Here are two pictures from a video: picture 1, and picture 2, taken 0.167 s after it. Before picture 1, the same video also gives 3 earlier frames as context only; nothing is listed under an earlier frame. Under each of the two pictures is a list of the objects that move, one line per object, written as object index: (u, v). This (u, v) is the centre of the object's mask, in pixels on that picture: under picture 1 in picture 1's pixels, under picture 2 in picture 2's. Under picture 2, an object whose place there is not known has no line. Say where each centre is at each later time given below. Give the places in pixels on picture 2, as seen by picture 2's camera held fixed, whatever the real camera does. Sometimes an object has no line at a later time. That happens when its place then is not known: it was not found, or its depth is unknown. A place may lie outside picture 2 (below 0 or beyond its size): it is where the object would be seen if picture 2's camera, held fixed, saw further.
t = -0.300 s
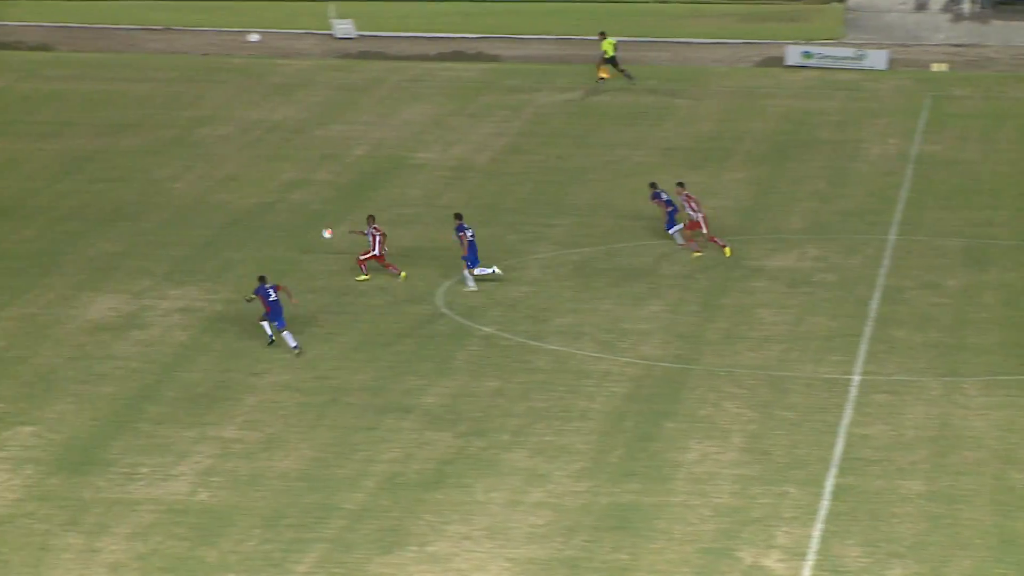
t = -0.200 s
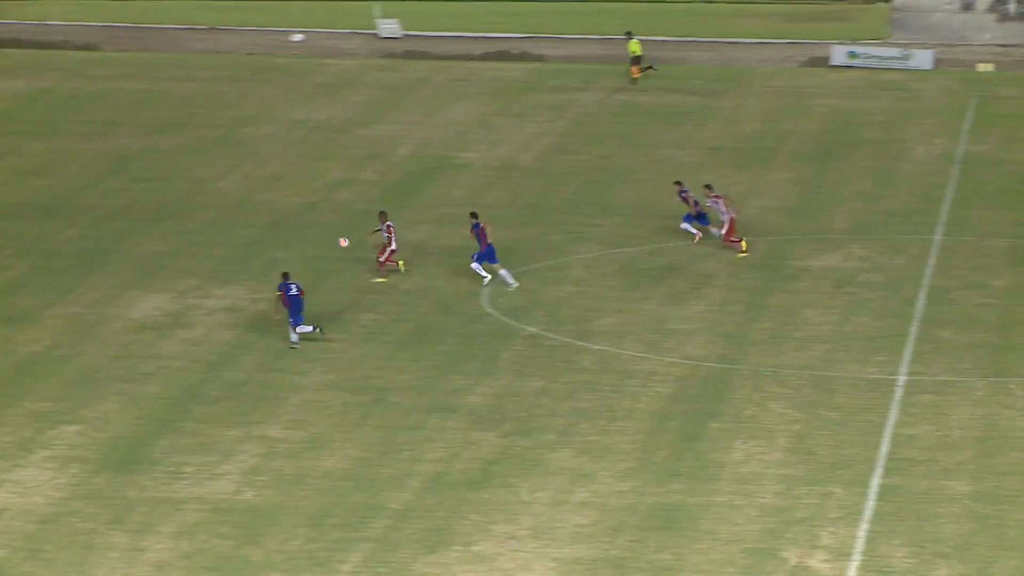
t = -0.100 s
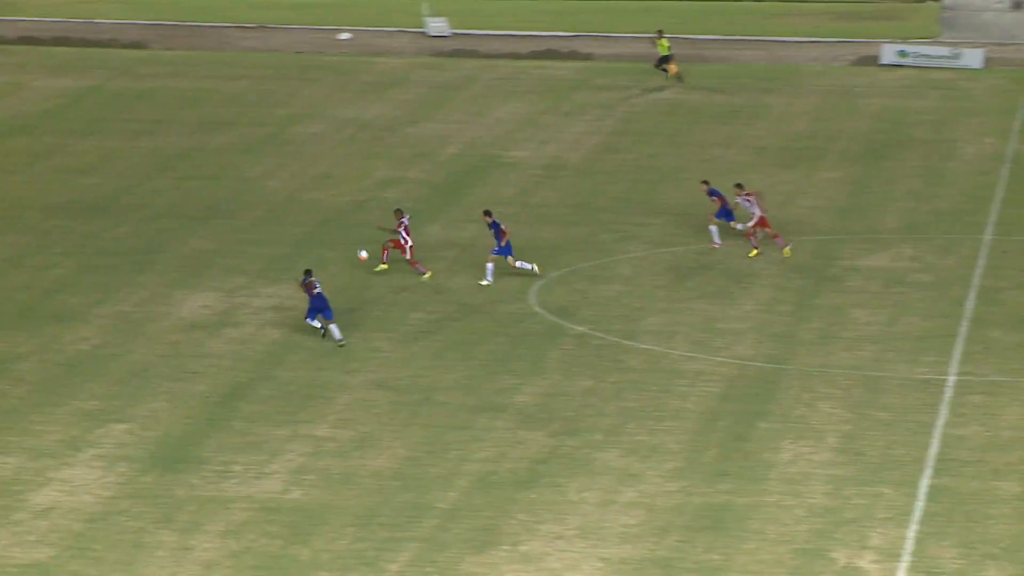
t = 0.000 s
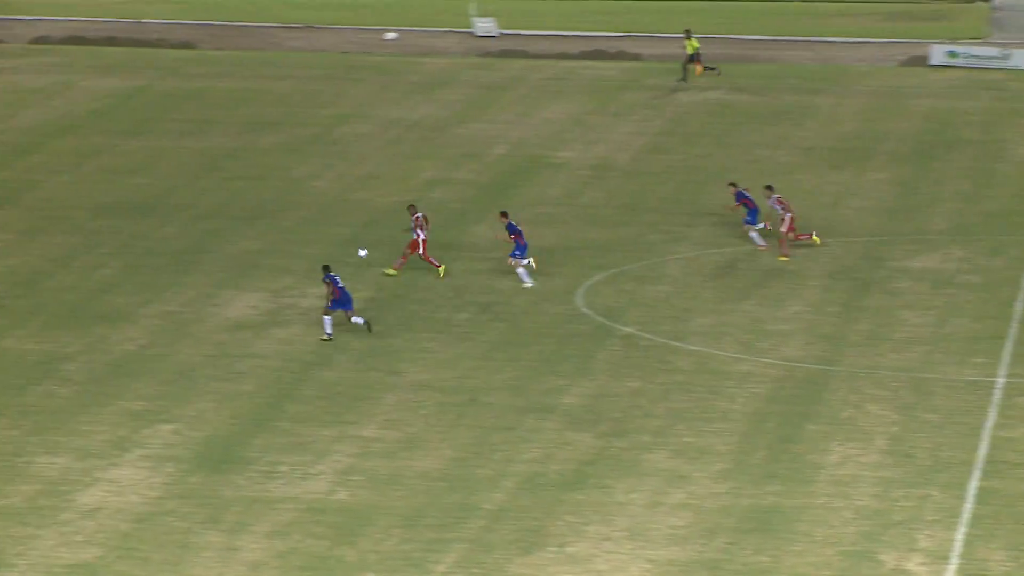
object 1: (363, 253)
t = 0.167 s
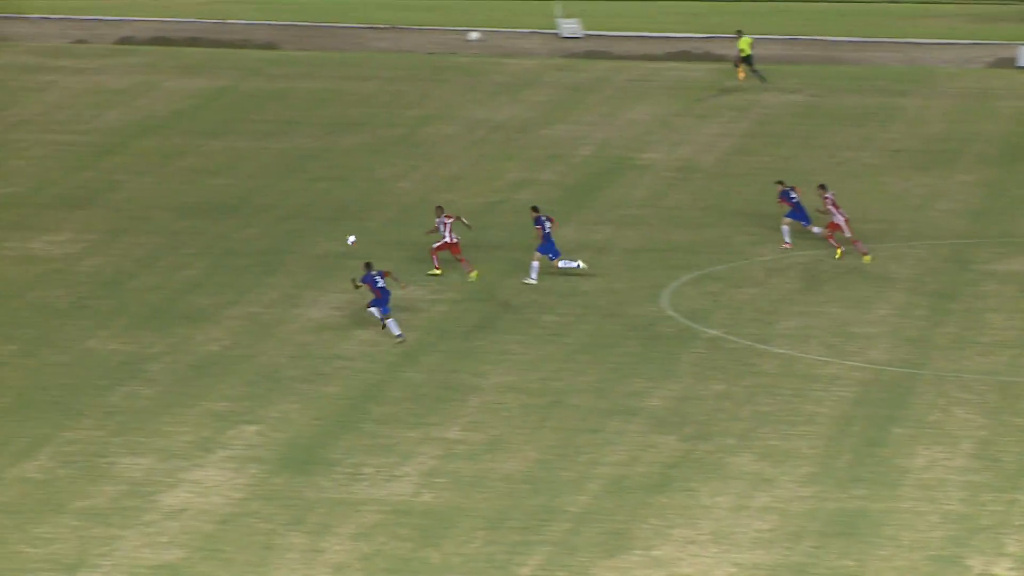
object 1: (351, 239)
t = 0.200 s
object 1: (334, 238)
